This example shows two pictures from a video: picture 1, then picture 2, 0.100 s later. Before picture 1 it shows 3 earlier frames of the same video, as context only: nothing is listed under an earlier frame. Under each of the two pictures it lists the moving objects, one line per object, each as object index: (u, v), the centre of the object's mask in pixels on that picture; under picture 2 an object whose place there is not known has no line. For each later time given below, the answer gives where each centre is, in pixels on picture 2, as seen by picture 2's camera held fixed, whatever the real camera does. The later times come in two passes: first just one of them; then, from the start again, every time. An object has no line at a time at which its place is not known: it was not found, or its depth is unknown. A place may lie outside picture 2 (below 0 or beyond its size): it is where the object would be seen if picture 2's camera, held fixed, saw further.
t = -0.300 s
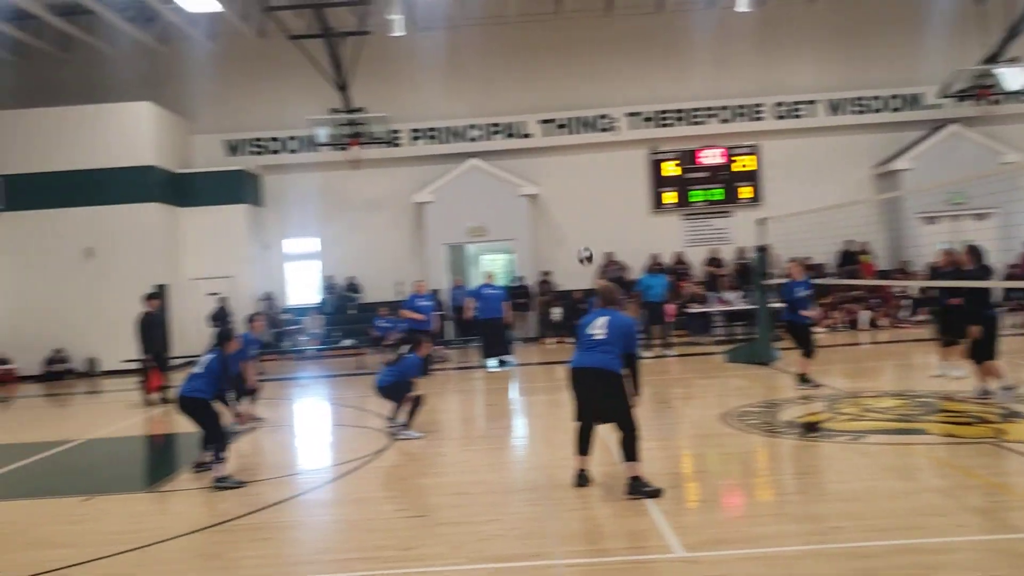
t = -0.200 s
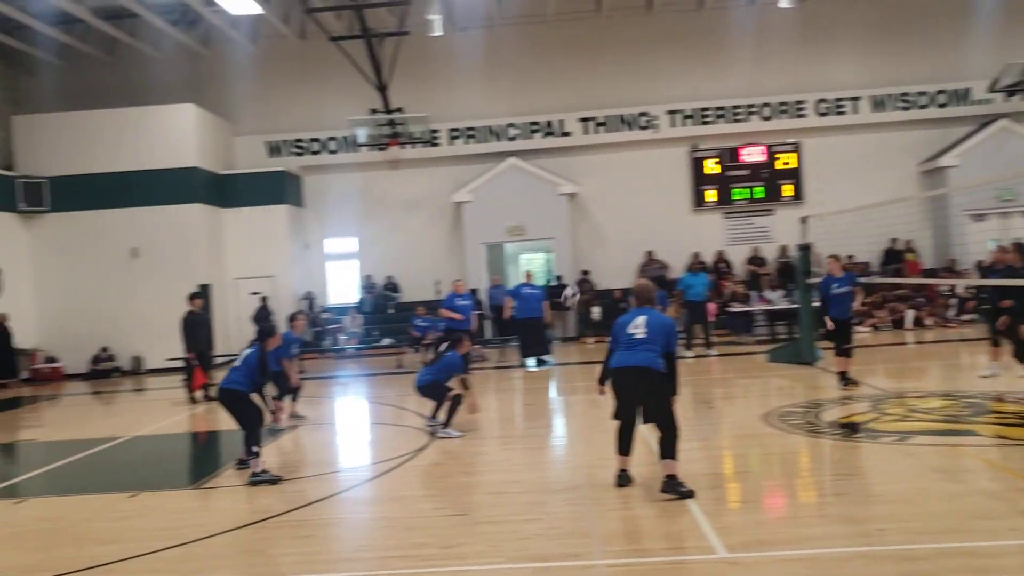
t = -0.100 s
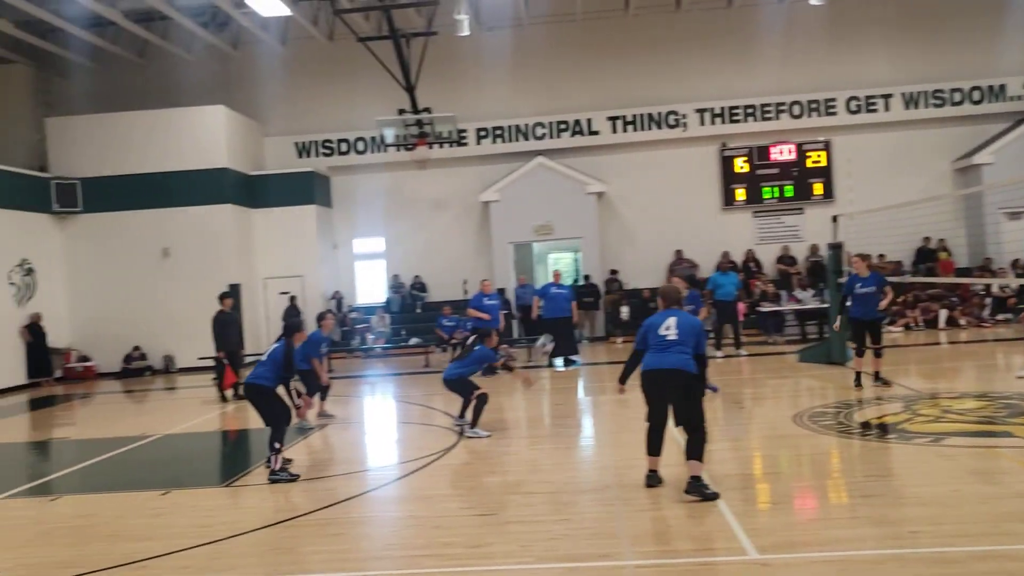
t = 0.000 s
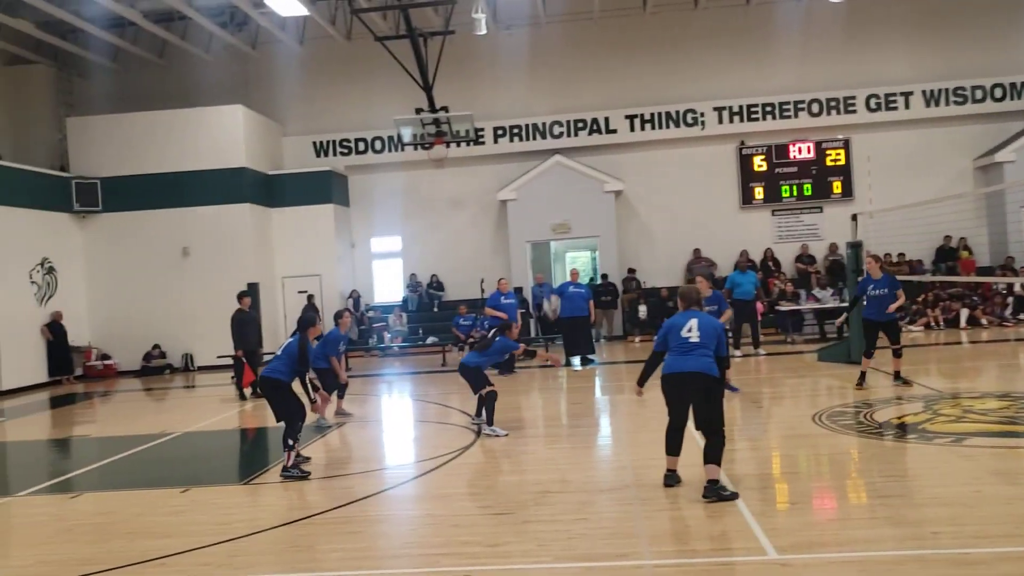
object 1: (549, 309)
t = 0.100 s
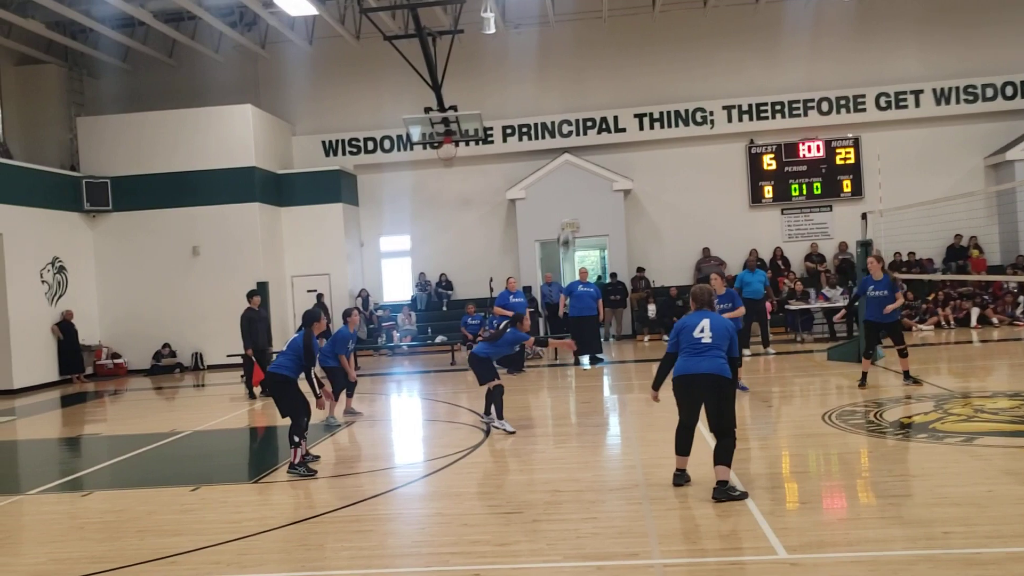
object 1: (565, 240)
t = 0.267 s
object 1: (578, 151)
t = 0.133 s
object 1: (568, 221)
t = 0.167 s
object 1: (571, 201)
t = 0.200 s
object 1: (572, 183)
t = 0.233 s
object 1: (576, 166)
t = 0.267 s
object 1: (578, 151)
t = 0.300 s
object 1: (582, 135)
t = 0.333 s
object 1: (586, 120)
